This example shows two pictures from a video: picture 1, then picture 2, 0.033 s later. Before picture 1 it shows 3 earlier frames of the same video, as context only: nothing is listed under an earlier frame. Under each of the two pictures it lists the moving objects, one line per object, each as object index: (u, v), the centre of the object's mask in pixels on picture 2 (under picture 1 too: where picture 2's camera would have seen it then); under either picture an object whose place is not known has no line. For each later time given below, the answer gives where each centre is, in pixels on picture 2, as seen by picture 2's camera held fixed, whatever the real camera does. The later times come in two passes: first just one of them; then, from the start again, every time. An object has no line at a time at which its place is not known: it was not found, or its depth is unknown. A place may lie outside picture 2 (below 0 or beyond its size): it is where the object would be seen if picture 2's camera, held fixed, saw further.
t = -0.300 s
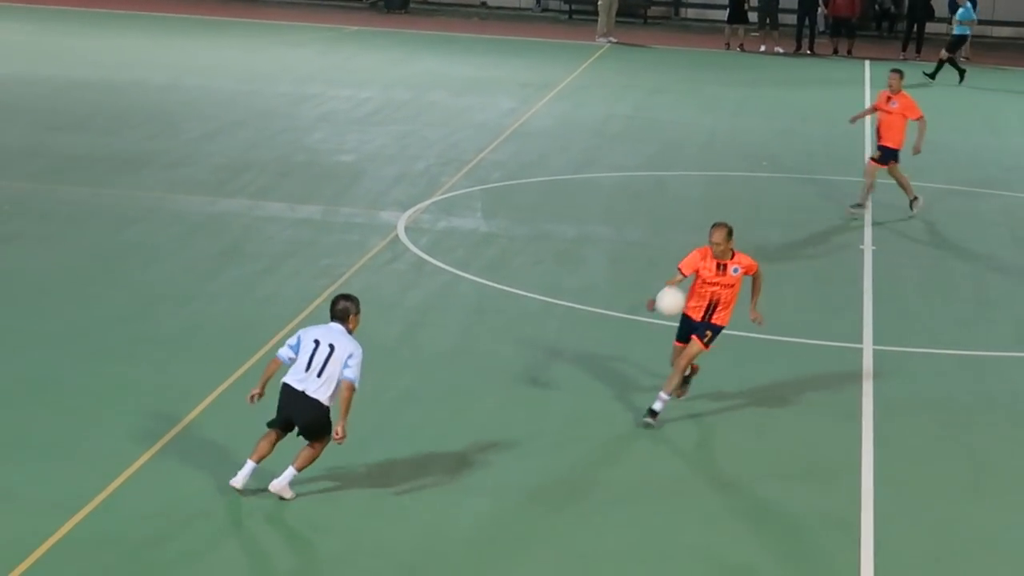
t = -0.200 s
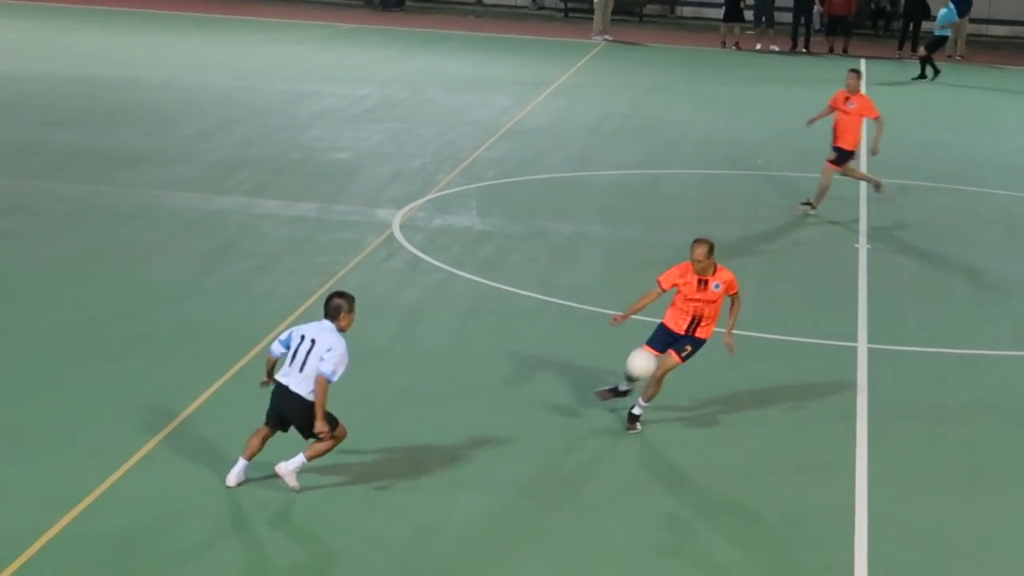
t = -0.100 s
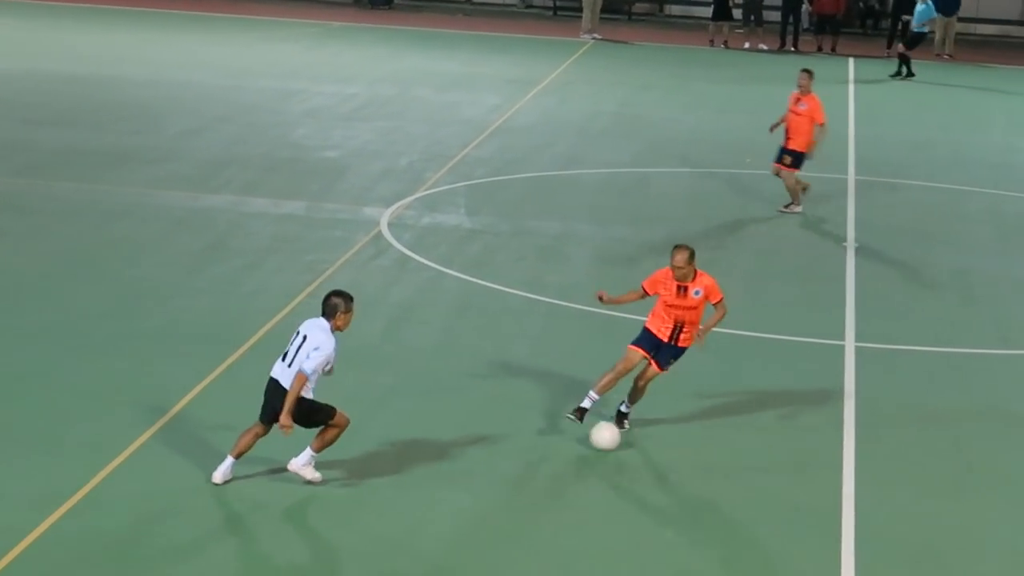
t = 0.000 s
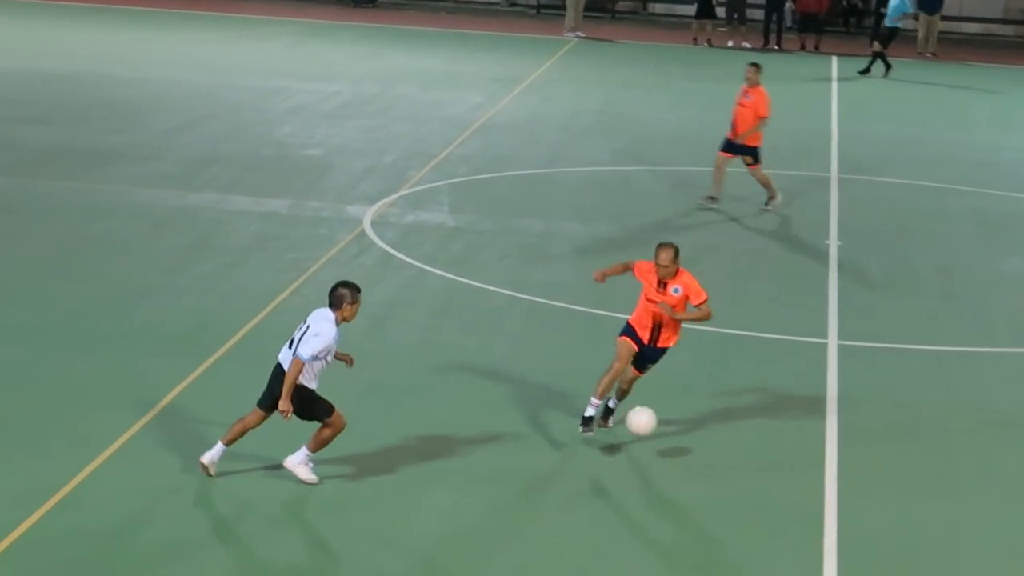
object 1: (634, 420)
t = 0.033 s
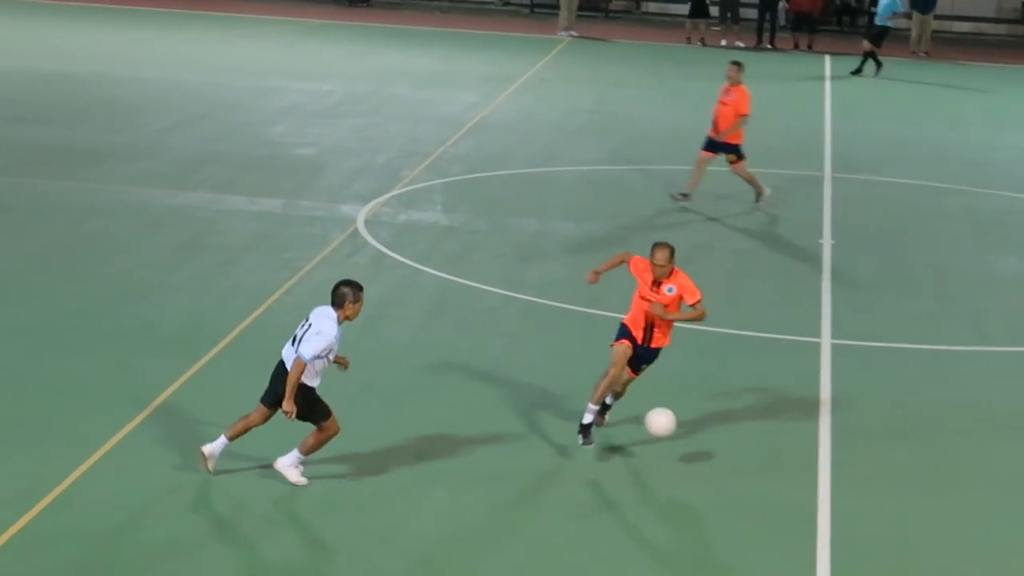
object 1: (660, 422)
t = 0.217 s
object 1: (801, 459)
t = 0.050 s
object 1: (672, 423)
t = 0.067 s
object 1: (686, 425)
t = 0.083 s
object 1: (698, 427)
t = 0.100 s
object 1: (711, 430)
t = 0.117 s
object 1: (724, 432)
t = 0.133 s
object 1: (737, 436)
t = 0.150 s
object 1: (749, 439)
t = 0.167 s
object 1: (762, 443)
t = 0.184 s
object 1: (775, 449)
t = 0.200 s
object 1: (788, 454)
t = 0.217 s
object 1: (801, 459)
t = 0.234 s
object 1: (814, 467)
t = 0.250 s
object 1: (829, 474)
